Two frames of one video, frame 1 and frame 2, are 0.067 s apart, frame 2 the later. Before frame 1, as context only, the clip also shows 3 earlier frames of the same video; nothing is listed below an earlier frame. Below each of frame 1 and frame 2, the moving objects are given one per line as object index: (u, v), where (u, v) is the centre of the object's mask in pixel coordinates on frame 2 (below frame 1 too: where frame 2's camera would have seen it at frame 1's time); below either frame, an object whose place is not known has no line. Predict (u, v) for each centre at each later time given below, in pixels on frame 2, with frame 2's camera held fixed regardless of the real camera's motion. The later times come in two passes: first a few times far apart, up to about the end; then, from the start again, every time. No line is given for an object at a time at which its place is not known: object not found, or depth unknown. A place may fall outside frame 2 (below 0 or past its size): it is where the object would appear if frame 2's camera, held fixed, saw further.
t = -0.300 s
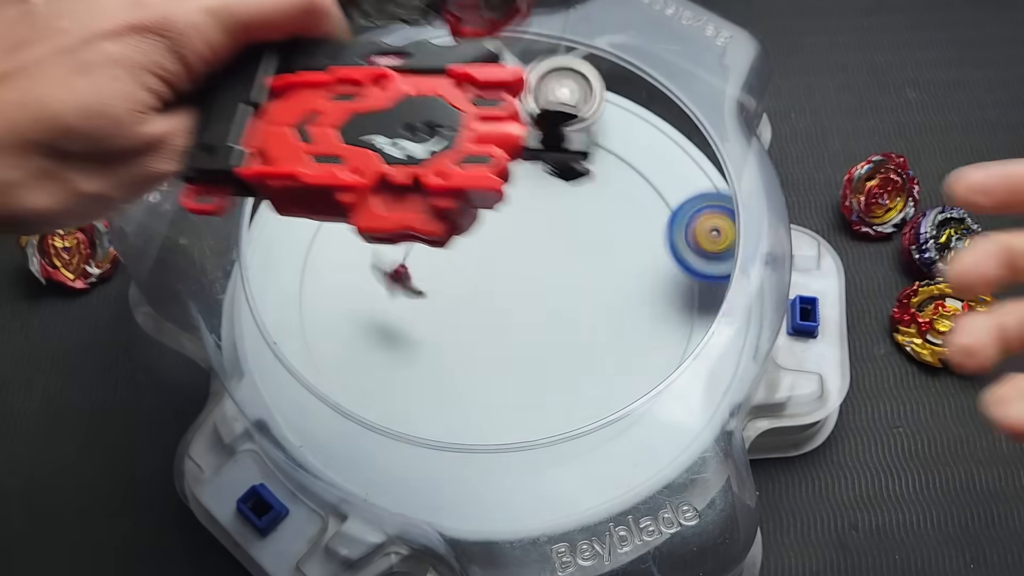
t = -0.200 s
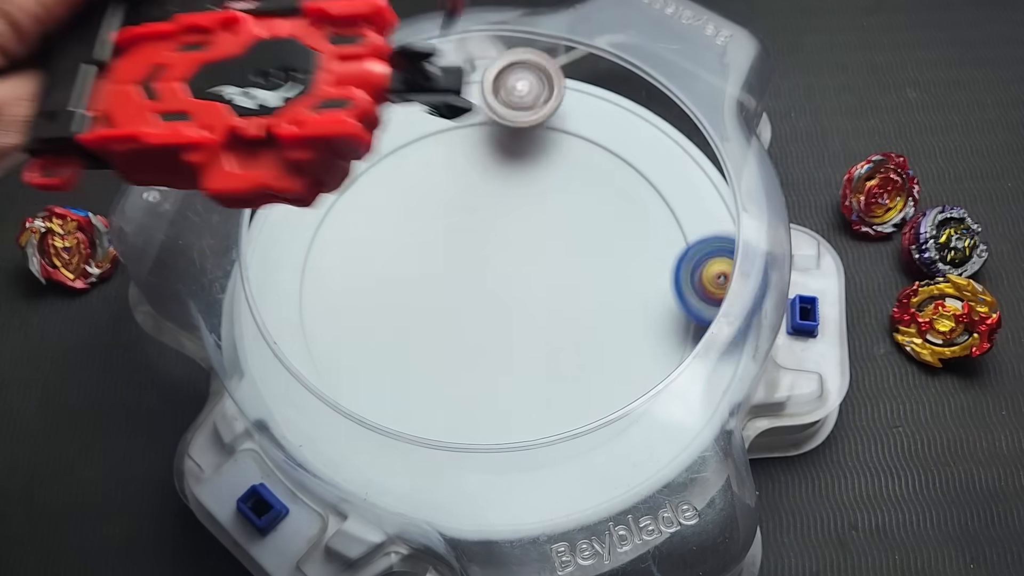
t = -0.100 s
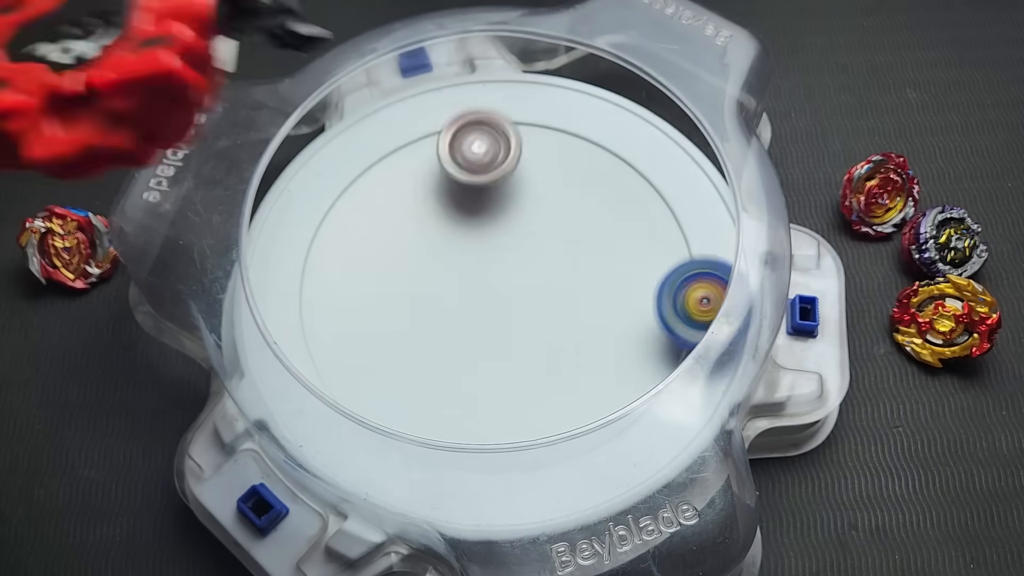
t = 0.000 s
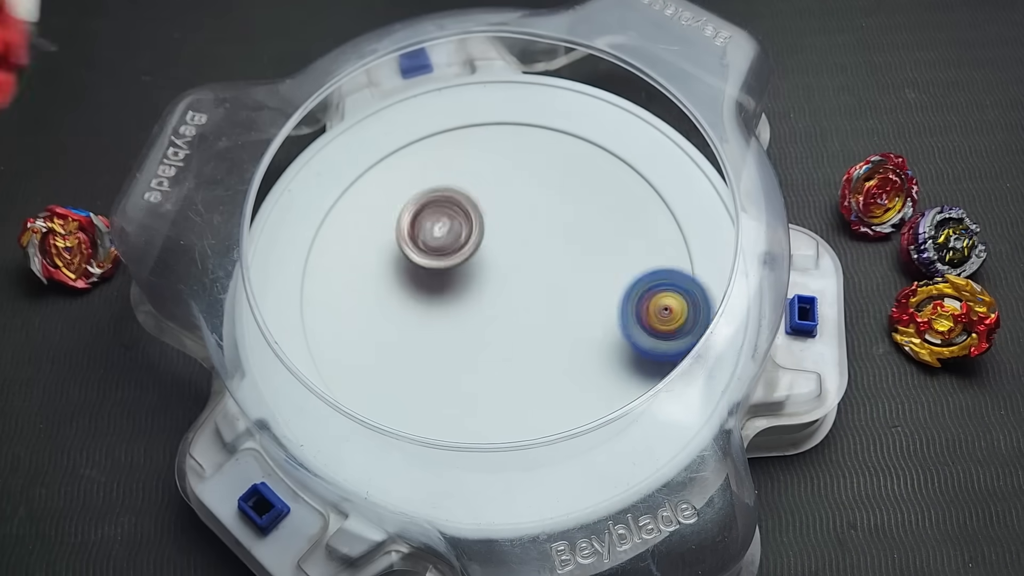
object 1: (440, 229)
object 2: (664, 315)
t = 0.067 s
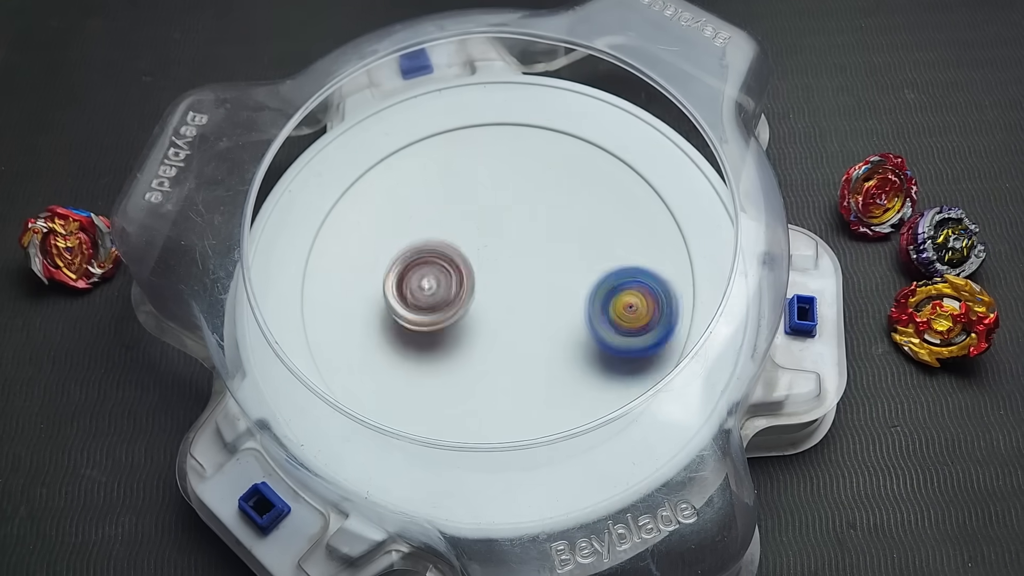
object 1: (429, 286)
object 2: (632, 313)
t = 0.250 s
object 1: (481, 407)
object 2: (521, 288)
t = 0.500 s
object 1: (629, 355)
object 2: (467, 335)
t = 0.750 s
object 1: (589, 225)
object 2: (617, 402)
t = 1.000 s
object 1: (428, 262)
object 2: (592, 239)
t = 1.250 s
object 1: (402, 393)
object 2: (364, 279)
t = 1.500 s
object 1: (547, 392)
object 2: (407, 455)
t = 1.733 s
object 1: (537, 264)
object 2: (576, 372)
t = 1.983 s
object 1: (385, 231)
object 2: (493, 182)
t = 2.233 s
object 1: (346, 348)
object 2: (333, 252)
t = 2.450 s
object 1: (548, 430)
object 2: (434, 336)
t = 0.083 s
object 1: (429, 300)
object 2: (622, 312)
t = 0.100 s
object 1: (428, 316)
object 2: (611, 309)
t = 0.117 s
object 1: (429, 330)
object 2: (601, 308)
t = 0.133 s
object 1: (431, 343)
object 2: (590, 305)
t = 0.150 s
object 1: (434, 356)
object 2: (578, 302)
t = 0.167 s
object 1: (439, 369)
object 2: (568, 299)
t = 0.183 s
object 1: (444, 378)
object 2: (558, 297)
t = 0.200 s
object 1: (453, 391)
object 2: (548, 294)
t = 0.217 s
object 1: (461, 399)
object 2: (539, 292)
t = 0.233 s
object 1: (471, 403)
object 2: (530, 290)
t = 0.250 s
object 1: (481, 407)
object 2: (521, 288)
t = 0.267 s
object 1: (490, 421)
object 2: (513, 287)
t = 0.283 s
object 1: (500, 425)
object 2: (506, 286)
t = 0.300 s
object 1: (512, 426)
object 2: (499, 286)
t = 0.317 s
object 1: (524, 428)
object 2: (492, 286)
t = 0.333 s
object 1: (535, 432)
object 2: (487, 288)
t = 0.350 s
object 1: (548, 429)
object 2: (481, 290)
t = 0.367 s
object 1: (563, 426)
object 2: (477, 292)
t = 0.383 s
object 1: (574, 425)
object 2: (474, 295)
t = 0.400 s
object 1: (584, 416)
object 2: (470, 299)
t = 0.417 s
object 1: (594, 407)
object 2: (468, 303)
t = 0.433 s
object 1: (601, 396)
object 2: (466, 308)
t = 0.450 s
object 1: (606, 379)
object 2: (465, 313)
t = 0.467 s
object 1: (614, 372)
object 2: (465, 320)
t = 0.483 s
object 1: (621, 364)
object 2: (466, 327)
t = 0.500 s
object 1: (629, 355)
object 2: (467, 335)
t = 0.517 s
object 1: (634, 346)
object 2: (470, 342)
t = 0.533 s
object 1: (639, 336)
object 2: (474, 350)
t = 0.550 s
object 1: (642, 327)
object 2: (478, 358)
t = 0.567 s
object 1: (643, 317)
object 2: (483, 366)
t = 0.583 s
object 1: (643, 307)
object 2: (489, 374)
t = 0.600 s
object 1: (642, 297)
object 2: (498, 383)
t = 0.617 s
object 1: (639, 289)
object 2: (507, 391)
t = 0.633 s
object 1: (636, 280)
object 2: (518, 396)
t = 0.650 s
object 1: (632, 270)
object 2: (530, 399)
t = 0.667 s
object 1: (627, 262)
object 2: (543, 400)
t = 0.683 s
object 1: (622, 252)
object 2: (554, 400)
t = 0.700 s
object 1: (615, 245)
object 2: (569, 398)
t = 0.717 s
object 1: (607, 238)
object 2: (588, 408)
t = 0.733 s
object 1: (598, 231)
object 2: (603, 407)
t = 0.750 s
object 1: (589, 225)
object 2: (617, 402)
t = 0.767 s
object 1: (579, 221)
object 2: (621, 389)
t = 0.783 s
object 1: (570, 218)
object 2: (626, 372)
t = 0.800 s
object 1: (560, 216)
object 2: (634, 362)
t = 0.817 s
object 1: (550, 216)
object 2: (642, 353)
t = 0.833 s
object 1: (539, 216)
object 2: (648, 343)
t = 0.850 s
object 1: (528, 218)
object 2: (652, 332)
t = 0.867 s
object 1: (516, 220)
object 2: (653, 323)
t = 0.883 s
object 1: (505, 223)
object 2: (652, 312)
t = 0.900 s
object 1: (493, 227)
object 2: (648, 301)
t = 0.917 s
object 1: (481, 231)
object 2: (644, 289)
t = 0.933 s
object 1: (470, 237)
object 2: (637, 278)
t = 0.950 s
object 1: (459, 242)
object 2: (629, 266)
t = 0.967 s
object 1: (449, 247)
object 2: (619, 257)
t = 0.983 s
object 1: (437, 255)
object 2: (606, 247)
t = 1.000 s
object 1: (428, 262)
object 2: (592, 239)
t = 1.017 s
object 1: (419, 270)
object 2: (579, 232)
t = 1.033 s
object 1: (410, 279)
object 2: (562, 227)
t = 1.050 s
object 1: (402, 288)
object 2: (547, 223)
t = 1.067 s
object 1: (395, 297)
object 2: (530, 221)
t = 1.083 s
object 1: (389, 307)
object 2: (513, 220)
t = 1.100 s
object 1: (385, 316)
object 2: (498, 220)
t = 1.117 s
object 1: (381, 326)
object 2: (482, 222)
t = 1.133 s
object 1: (378, 337)
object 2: (464, 224)
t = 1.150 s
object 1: (377, 345)
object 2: (449, 229)
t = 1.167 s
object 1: (377, 355)
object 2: (433, 234)
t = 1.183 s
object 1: (379, 364)
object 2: (416, 242)
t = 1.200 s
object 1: (383, 374)
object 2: (402, 249)
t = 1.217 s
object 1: (389, 382)
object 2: (389, 258)
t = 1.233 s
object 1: (395, 387)
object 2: (376, 267)
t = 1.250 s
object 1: (402, 393)
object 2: (364, 279)
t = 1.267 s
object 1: (408, 404)
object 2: (353, 289)
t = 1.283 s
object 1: (415, 408)
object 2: (342, 304)
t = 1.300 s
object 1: (426, 413)
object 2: (335, 317)
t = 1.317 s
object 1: (437, 416)
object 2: (328, 331)
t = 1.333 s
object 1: (447, 419)
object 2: (327, 343)
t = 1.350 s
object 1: (457, 422)
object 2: (324, 358)
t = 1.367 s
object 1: (467, 421)
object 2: (329, 369)
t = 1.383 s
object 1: (477, 421)
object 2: (336, 382)
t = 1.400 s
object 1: (489, 420)
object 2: (347, 395)
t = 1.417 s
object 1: (499, 411)
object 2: (357, 405)
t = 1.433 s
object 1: (509, 410)
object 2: (366, 416)
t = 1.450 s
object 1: (520, 406)
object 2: (377, 430)
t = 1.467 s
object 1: (529, 403)
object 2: (386, 441)
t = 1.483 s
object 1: (538, 398)
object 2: (396, 448)
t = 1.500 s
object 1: (547, 392)
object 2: (407, 455)
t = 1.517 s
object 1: (554, 385)
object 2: (417, 461)
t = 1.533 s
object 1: (559, 376)
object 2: (428, 465)
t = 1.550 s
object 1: (563, 366)
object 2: (442, 466)
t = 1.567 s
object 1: (566, 357)
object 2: (455, 465)
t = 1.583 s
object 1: (569, 347)
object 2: (467, 462)
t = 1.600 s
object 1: (570, 337)
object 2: (481, 456)
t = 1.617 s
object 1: (570, 328)
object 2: (494, 451)
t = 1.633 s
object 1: (568, 318)
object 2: (508, 444)
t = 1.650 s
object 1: (566, 308)
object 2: (522, 436)
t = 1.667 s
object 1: (562, 298)
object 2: (534, 425)
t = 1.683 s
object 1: (557, 289)
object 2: (548, 415)
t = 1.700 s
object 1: (551, 280)
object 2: (559, 396)
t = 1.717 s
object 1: (544, 271)
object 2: (568, 386)
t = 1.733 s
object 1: (537, 264)
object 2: (576, 372)
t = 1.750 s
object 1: (528, 256)
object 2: (583, 355)
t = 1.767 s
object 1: (520, 251)
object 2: (586, 341)
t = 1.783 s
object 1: (510, 245)
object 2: (587, 324)
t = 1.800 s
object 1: (501, 240)
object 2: (587, 310)
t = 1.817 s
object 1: (491, 236)
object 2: (583, 294)
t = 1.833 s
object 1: (480, 233)
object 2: (580, 278)
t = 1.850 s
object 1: (470, 230)
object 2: (574, 264)
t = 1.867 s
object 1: (459, 227)
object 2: (566, 251)
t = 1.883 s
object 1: (448, 225)
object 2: (558, 238)
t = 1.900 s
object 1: (437, 225)
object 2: (550, 227)
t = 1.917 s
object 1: (426, 224)
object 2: (540, 217)
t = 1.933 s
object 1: (416, 225)
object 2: (529, 207)
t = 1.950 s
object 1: (405, 225)
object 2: (518, 199)
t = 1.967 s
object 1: (395, 227)
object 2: (505, 190)
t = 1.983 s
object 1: (385, 231)
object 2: (493, 182)
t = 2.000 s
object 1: (375, 234)
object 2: (479, 176)
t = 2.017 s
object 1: (366, 239)
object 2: (463, 170)
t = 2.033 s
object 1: (358, 244)
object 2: (448, 165)
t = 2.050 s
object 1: (351, 250)
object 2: (434, 162)
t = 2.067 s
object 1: (344, 256)
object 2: (416, 160)
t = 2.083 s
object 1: (338, 263)
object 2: (399, 159)
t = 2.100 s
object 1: (333, 272)
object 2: (384, 158)
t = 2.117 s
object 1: (330, 280)
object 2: (368, 161)
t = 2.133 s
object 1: (328, 290)
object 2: (355, 165)
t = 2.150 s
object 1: (327, 301)
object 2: (349, 175)
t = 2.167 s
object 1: (328, 310)
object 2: (344, 187)
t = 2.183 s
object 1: (330, 319)
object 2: (341, 204)
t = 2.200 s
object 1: (335, 330)
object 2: (340, 221)
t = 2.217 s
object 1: (340, 339)
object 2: (336, 236)
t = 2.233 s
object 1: (346, 348)
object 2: (333, 252)
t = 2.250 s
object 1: (354, 356)
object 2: (332, 266)
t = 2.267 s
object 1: (363, 364)
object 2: (331, 281)
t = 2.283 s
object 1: (373, 371)
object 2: (332, 294)
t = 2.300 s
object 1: (386, 381)
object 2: (334, 304)
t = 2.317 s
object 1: (403, 392)
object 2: (339, 311)
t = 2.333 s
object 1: (423, 402)
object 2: (346, 317)
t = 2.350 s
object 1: (439, 417)
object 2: (353, 324)
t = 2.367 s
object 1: (456, 425)
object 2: (364, 329)
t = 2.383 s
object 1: (474, 432)
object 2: (377, 334)
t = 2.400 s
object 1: (494, 434)
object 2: (390, 336)
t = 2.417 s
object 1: (511, 436)
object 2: (403, 338)
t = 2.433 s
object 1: (530, 434)
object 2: (419, 338)
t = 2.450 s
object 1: (548, 430)
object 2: (434, 336)
